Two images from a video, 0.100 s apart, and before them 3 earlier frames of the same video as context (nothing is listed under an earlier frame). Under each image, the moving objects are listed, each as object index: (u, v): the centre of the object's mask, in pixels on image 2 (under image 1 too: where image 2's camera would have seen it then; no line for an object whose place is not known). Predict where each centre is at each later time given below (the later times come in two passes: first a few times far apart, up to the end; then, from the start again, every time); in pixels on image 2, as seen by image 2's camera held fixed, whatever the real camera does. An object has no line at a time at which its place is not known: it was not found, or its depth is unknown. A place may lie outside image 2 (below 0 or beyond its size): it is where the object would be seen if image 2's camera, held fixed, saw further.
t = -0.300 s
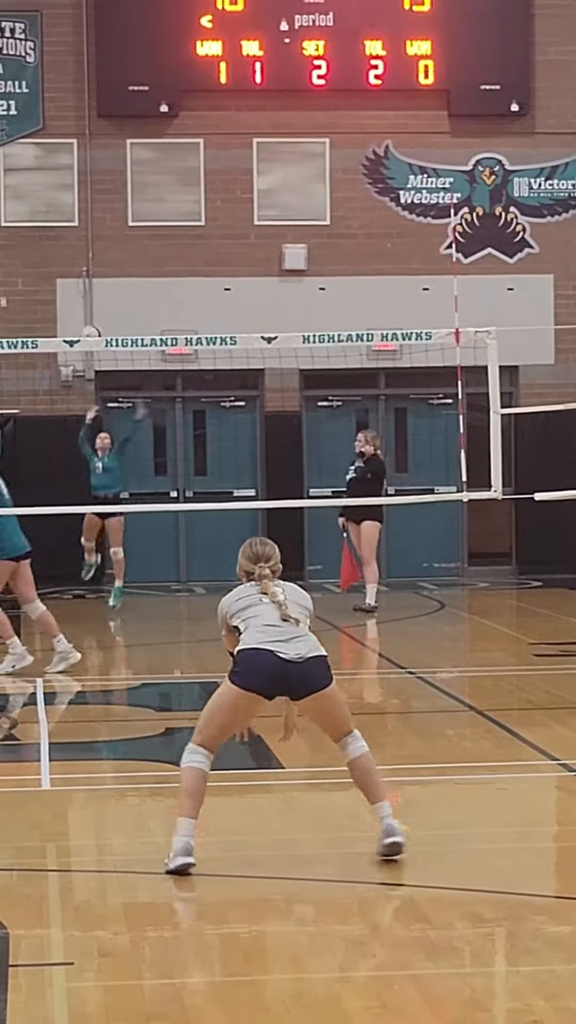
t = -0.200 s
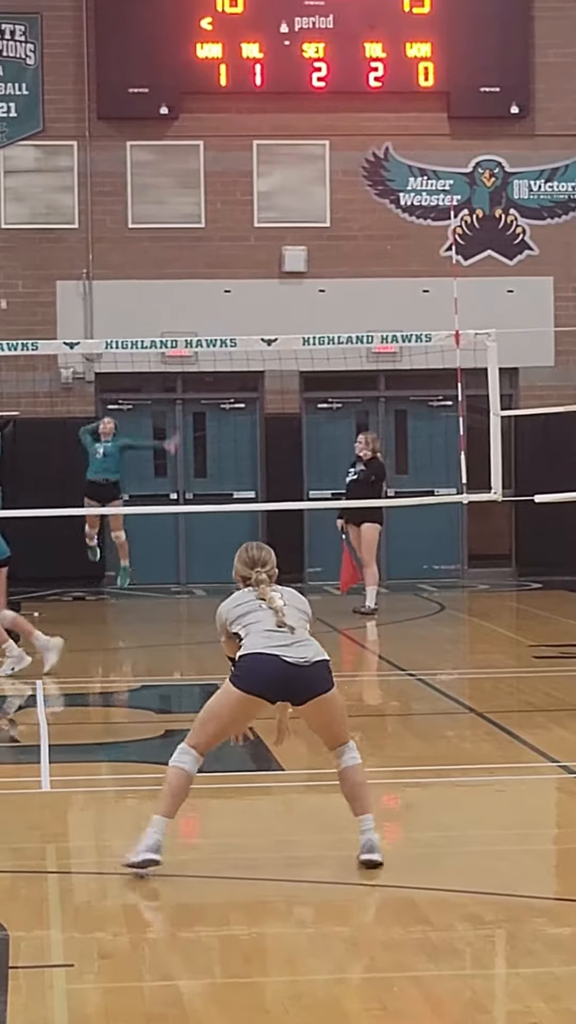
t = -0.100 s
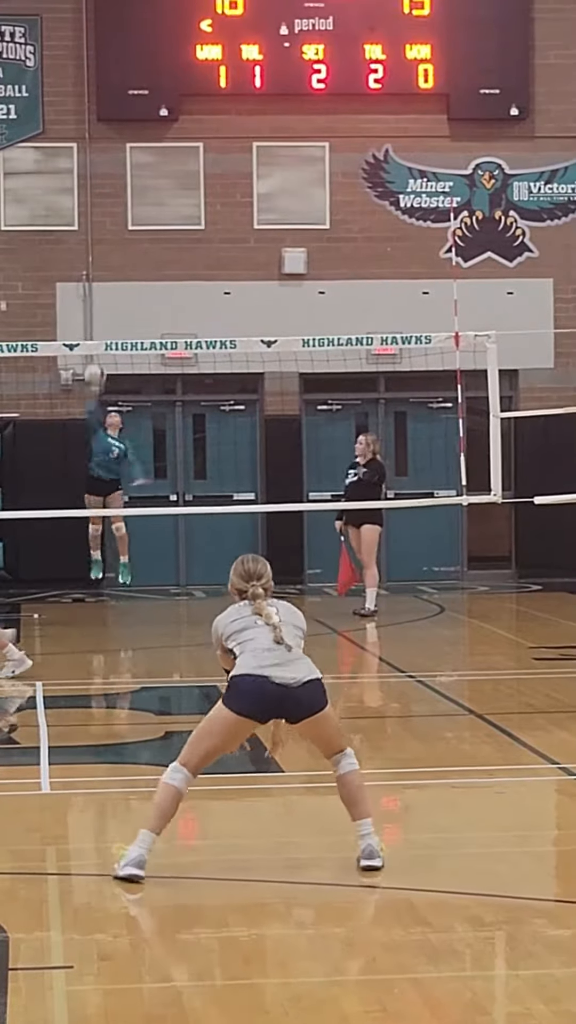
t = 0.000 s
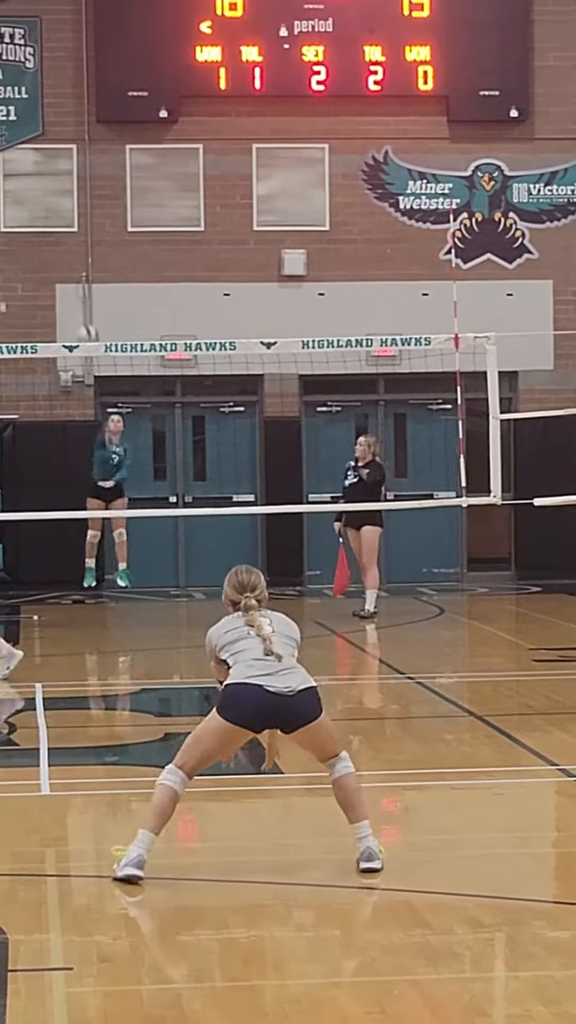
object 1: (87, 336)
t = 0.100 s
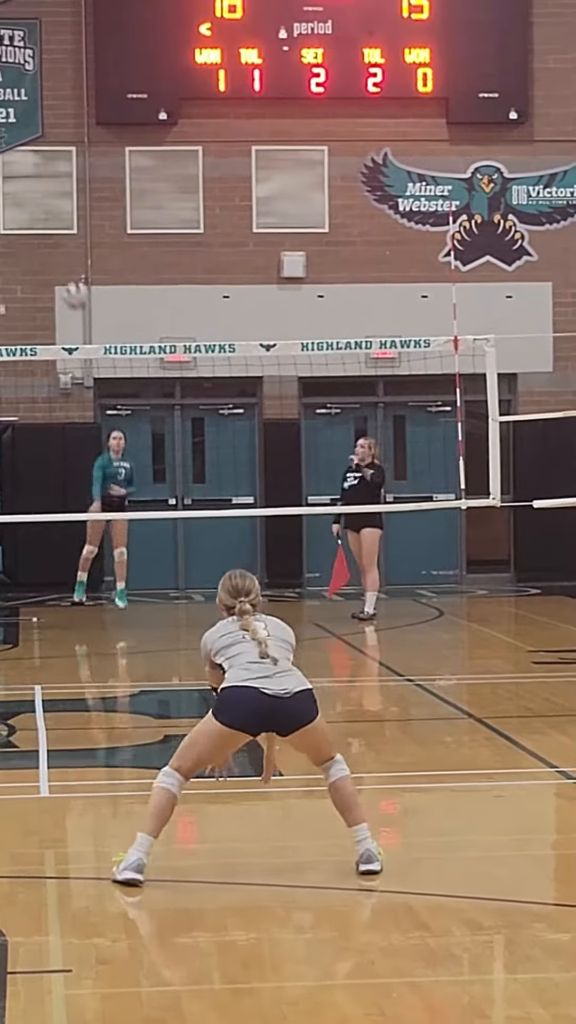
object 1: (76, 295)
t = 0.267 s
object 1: (50, 235)
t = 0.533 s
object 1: (21, 204)
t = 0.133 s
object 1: (71, 281)
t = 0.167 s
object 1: (67, 269)
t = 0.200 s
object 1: (61, 255)
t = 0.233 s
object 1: (55, 245)
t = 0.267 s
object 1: (50, 235)
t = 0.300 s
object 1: (46, 228)
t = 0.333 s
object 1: (41, 221)
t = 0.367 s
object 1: (37, 213)
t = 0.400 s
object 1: (33, 210)
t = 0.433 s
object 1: (27, 206)
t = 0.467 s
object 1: (25, 204)
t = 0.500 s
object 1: (22, 203)
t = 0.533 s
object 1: (21, 204)
